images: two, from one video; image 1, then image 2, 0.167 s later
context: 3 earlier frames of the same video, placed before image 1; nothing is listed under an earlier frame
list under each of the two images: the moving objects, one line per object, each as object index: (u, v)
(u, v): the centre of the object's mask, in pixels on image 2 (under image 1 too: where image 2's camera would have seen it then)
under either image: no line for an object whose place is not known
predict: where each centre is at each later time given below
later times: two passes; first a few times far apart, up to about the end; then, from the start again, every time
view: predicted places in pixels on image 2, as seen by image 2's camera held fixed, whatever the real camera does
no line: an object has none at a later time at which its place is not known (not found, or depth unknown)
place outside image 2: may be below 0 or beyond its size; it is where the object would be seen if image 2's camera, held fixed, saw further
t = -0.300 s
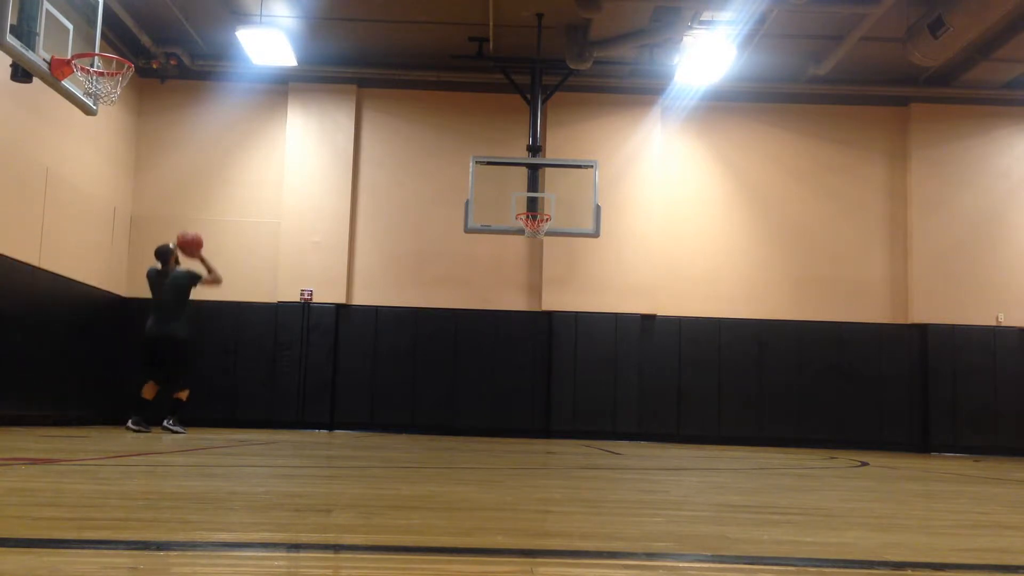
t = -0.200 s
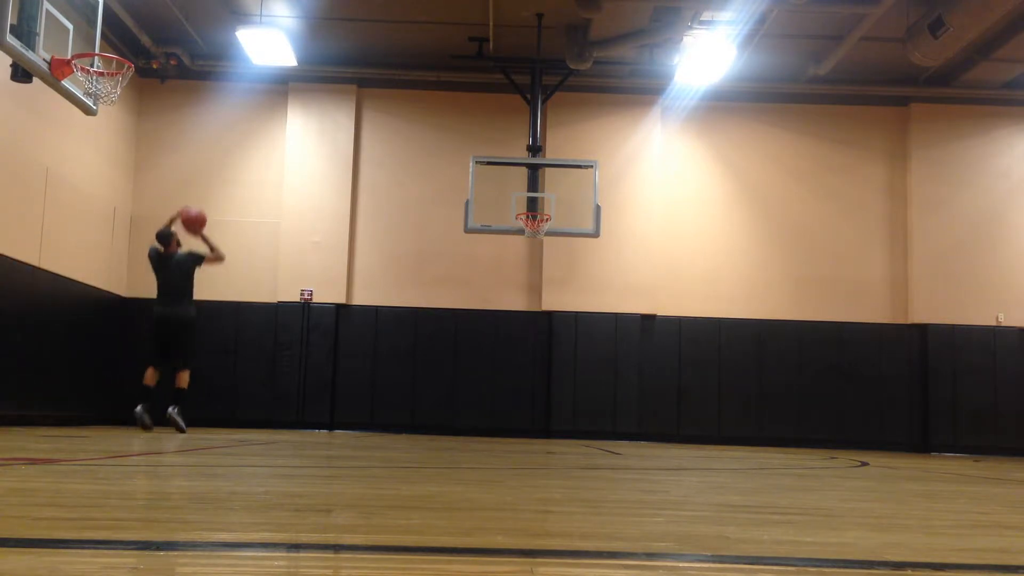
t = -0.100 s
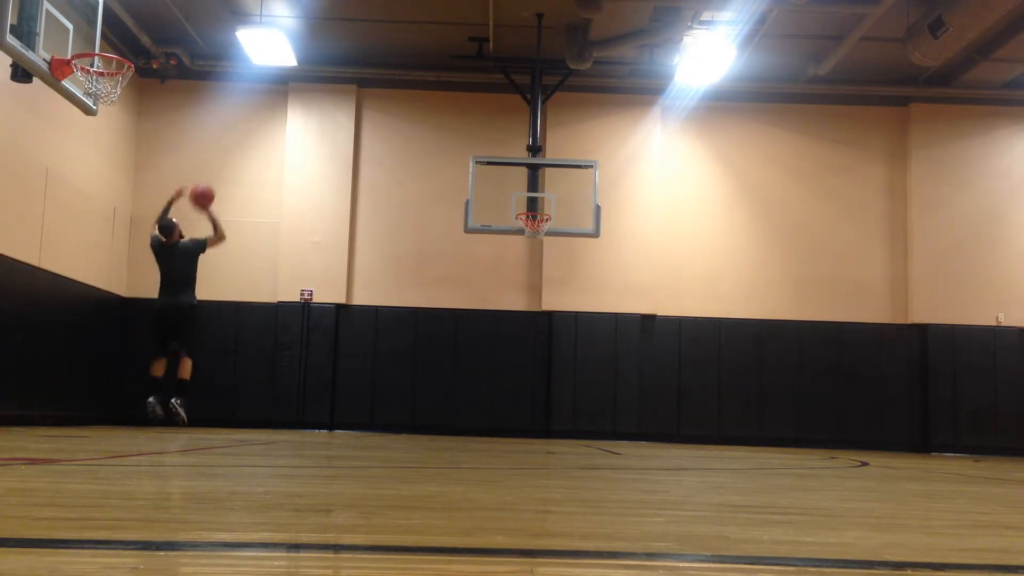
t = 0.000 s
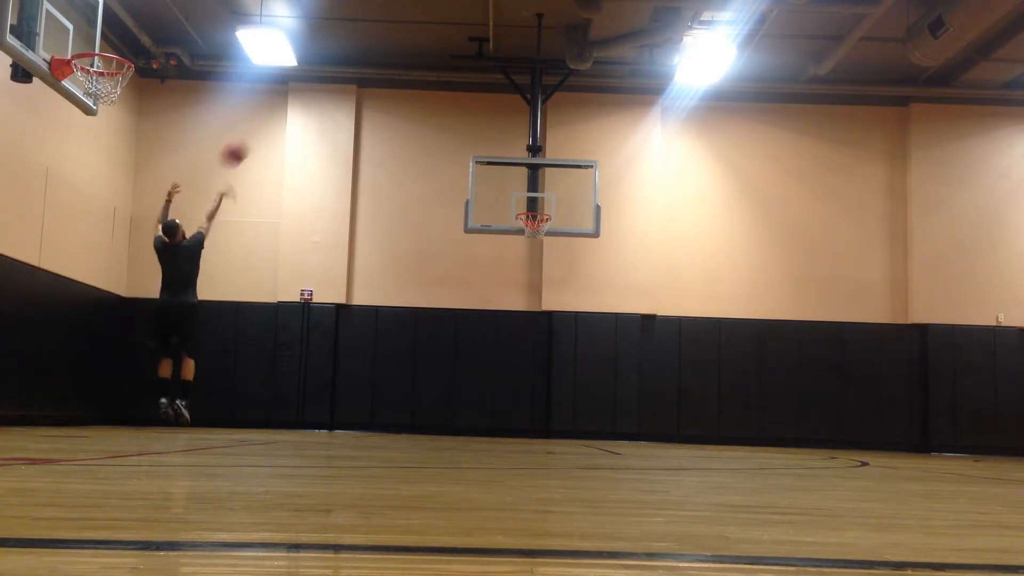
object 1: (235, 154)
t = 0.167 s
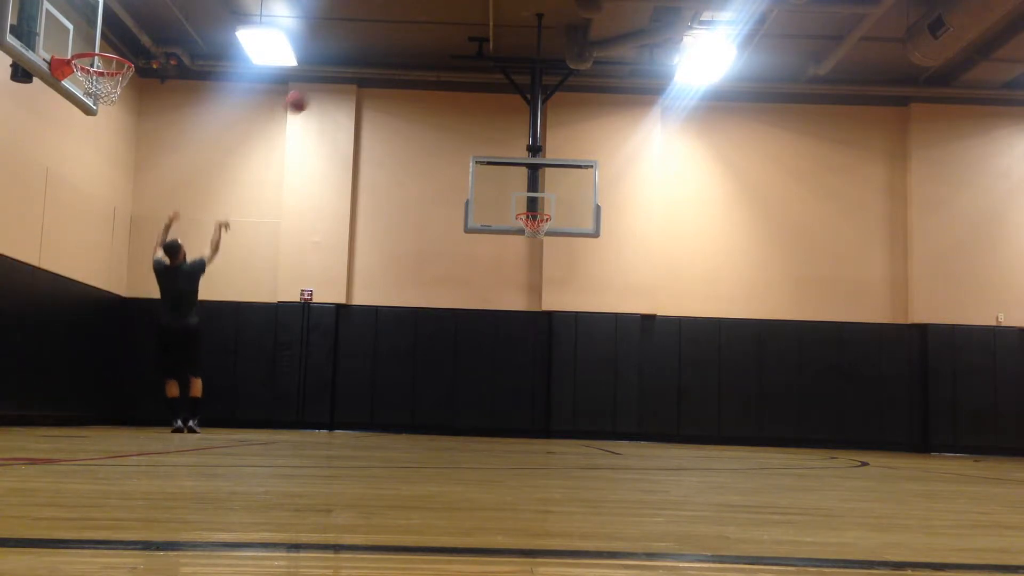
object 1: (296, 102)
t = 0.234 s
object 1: (317, 90)
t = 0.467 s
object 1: (387, 80)
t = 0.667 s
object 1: (436, 102)
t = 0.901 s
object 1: (487, 161)
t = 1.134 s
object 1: (503, 193)
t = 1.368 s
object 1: (480, 165)
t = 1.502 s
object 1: (466, 165)
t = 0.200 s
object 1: (307, 96)
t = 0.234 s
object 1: (317, 90)
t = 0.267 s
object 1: (328, 85)
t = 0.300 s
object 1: (338, 82)
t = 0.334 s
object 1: (349, 79)
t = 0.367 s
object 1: (359, 79)
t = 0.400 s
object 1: (366, 79)
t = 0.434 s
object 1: (377, 79)
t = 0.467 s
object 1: (387, 80)
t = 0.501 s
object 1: (394, 82)
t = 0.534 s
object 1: (402, 85)
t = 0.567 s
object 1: (410, 88)
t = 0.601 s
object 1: (419, 92)
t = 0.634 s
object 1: (428, 97)
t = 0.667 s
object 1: (436, 102)
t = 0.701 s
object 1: (444, 108)
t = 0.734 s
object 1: (452, 115)
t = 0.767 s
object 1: (459, 123)
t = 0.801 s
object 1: (466, 132)
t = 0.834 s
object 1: (474, 141)
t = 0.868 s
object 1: (480, 150)
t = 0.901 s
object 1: (487, 161)
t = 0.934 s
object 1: (494, 174)
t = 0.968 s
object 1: (500, 184)
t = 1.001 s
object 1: (506, 195)
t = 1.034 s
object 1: (512, 208)
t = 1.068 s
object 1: (510, 205)
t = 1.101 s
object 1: (506, 199)
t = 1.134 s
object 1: (503, 193)
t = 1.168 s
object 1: (499, 187)
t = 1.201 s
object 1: (496, 181)
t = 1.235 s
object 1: (493, 177)
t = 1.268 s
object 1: (490, 173)
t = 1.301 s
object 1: (486, 170)
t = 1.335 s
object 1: (484, 167)
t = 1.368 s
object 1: (480, 165)
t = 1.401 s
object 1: (477, 163)
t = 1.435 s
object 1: (473, 163)
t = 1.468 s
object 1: (470, 164)
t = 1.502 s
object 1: (466, 165)
